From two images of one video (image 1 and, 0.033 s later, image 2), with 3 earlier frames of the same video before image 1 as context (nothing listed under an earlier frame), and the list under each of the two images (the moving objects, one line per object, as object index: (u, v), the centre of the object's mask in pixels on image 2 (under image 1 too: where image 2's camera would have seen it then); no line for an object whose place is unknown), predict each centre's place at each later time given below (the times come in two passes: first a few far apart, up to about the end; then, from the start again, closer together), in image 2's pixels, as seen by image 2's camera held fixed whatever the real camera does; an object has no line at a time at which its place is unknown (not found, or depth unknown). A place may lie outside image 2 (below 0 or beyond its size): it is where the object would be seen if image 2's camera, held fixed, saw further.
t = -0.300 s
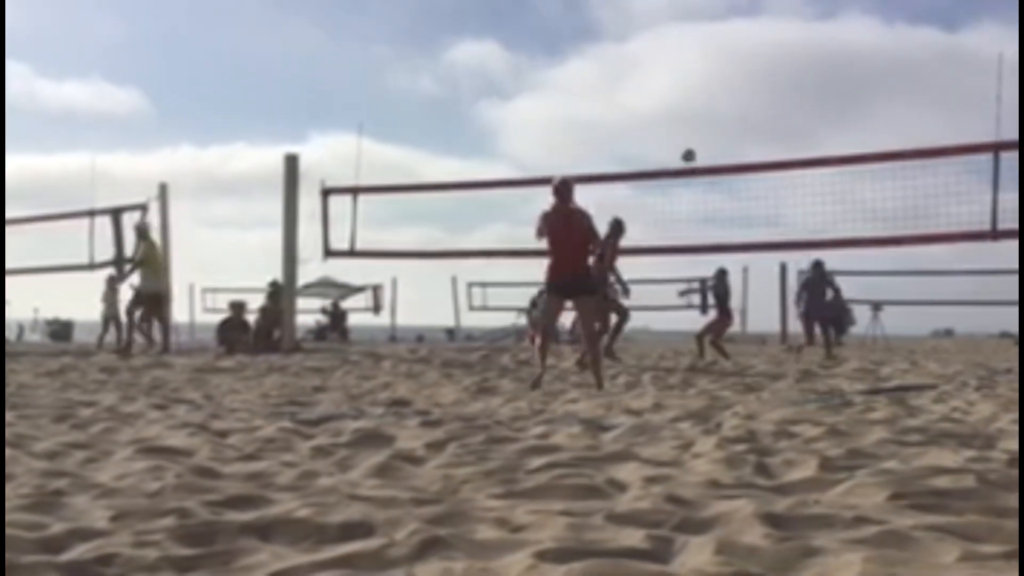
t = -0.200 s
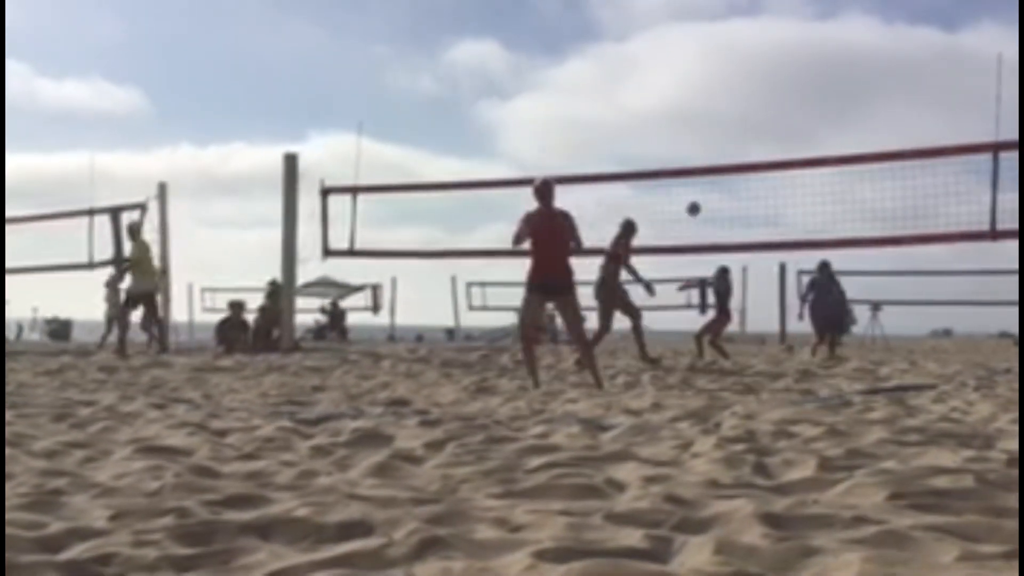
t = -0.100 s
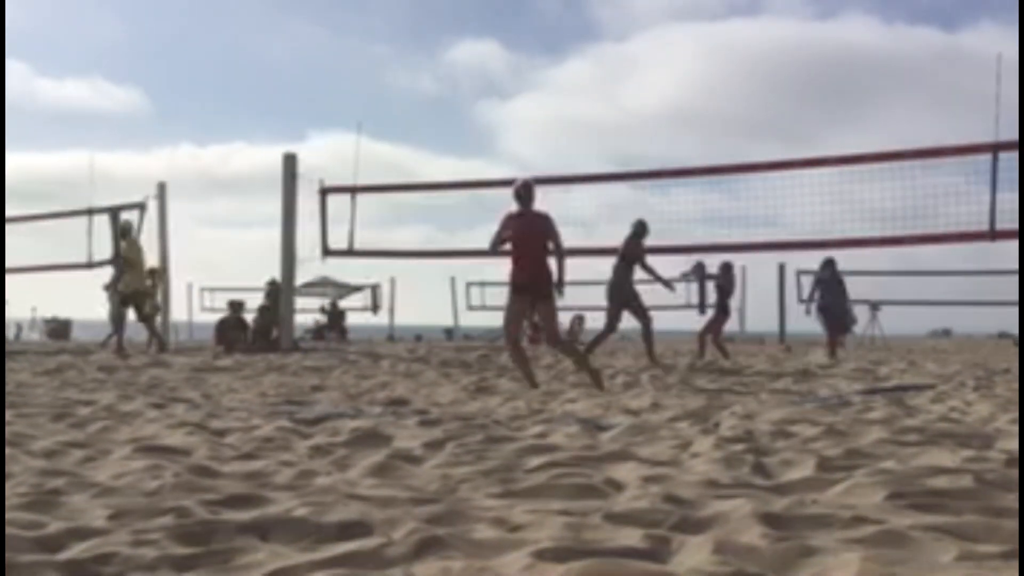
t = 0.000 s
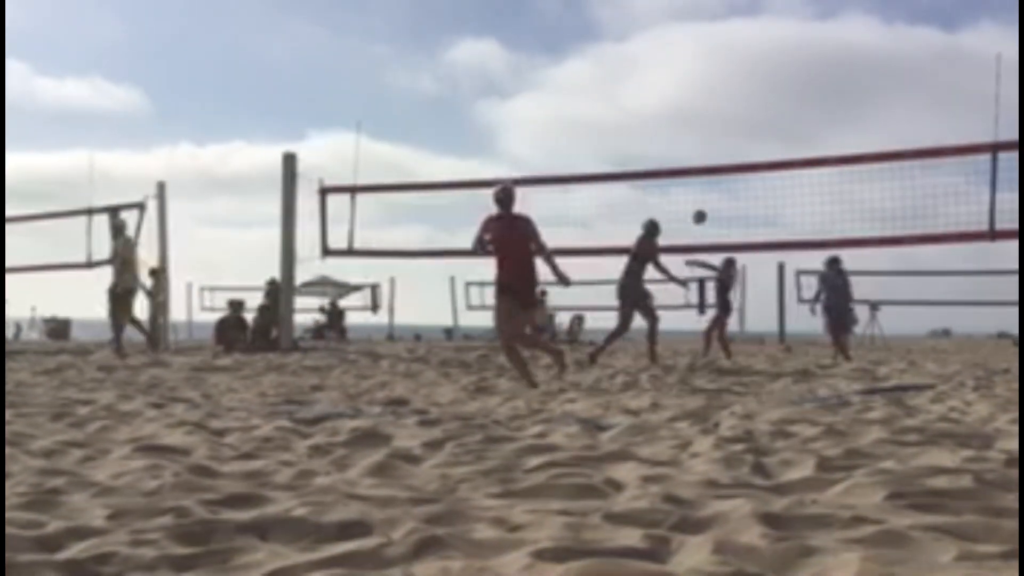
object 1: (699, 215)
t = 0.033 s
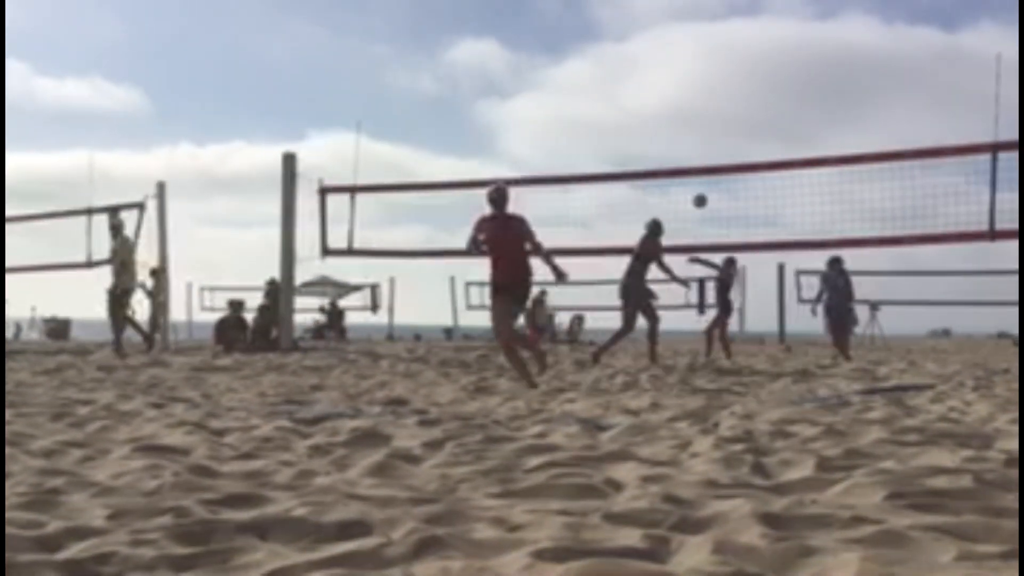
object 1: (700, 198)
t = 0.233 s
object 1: (705, 114)
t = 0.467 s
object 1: (715, 47)
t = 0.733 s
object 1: (731, 16)
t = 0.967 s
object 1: (750, 33)
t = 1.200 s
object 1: (775, 95)
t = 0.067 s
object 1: (701, 182)
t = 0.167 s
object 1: (703, 139)
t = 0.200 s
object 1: (704, 125)
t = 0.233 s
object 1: (705, 114)
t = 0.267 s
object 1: (706, 101)
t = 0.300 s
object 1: (707, 90)
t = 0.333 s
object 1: (708, 81)
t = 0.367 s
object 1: (709, 72)
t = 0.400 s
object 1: (711, 63)
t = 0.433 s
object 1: (713, 55)
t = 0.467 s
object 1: (715, 47)
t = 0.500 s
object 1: (716, 40)
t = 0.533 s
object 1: (718, 35)
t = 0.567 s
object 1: (720, 30)
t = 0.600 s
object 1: (722, 26)
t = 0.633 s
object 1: (724, 21)
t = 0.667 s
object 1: (727, 18)
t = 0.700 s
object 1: (729, 17)
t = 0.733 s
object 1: (731, 16)
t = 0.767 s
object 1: (734, 16)
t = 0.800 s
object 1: (737, 17)
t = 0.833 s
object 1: (739, 18)
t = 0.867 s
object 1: (742, 21)
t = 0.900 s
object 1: (744, 24)
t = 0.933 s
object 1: (747, 28)
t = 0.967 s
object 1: (750, 33)
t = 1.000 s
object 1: (754, 38)
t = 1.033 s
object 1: (757, 45)
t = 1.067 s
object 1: (760, 53)
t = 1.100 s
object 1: (764, 64)
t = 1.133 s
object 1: (767, 74)
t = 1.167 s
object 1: (771, 84)
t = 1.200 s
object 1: (775, 95)
